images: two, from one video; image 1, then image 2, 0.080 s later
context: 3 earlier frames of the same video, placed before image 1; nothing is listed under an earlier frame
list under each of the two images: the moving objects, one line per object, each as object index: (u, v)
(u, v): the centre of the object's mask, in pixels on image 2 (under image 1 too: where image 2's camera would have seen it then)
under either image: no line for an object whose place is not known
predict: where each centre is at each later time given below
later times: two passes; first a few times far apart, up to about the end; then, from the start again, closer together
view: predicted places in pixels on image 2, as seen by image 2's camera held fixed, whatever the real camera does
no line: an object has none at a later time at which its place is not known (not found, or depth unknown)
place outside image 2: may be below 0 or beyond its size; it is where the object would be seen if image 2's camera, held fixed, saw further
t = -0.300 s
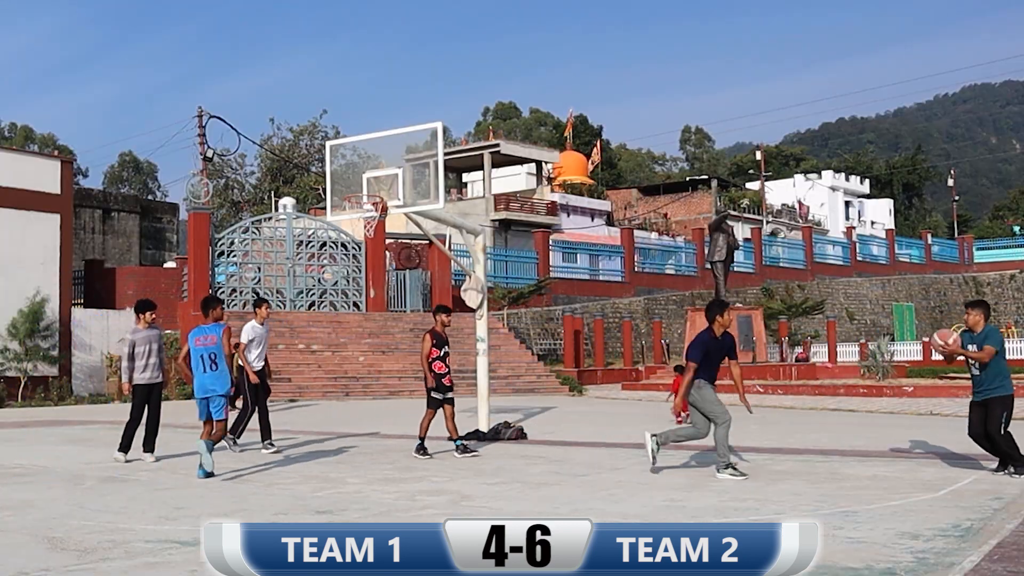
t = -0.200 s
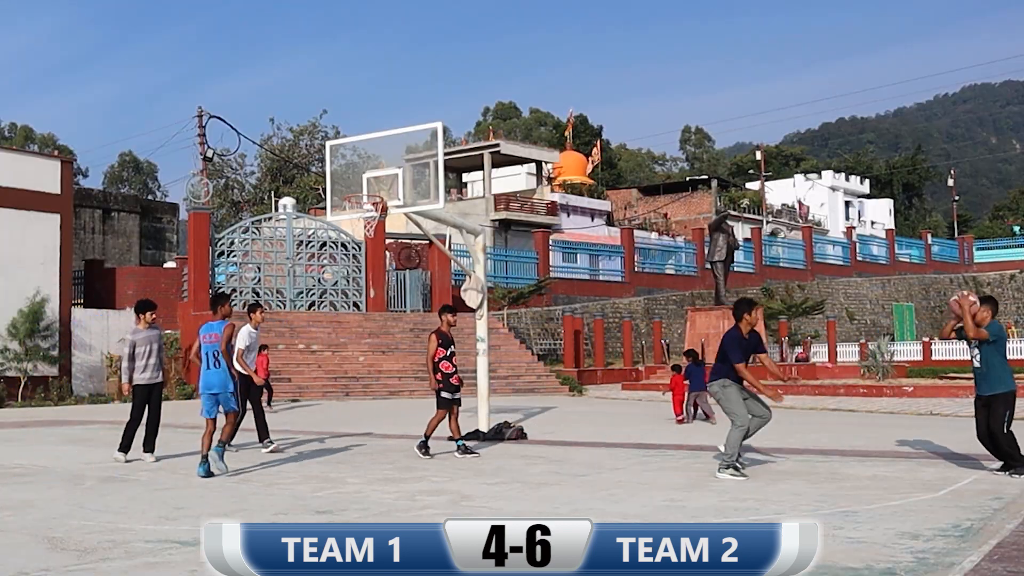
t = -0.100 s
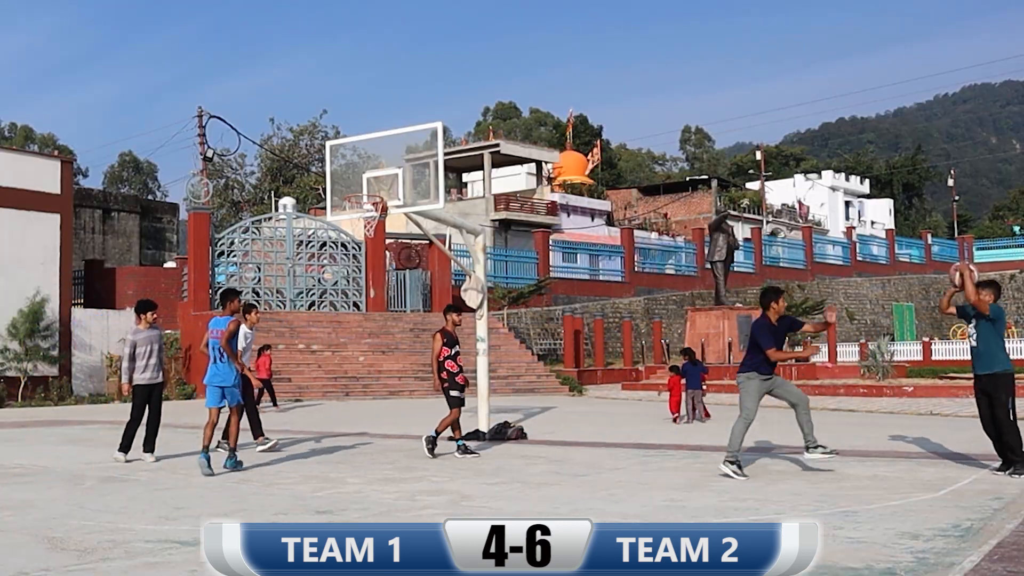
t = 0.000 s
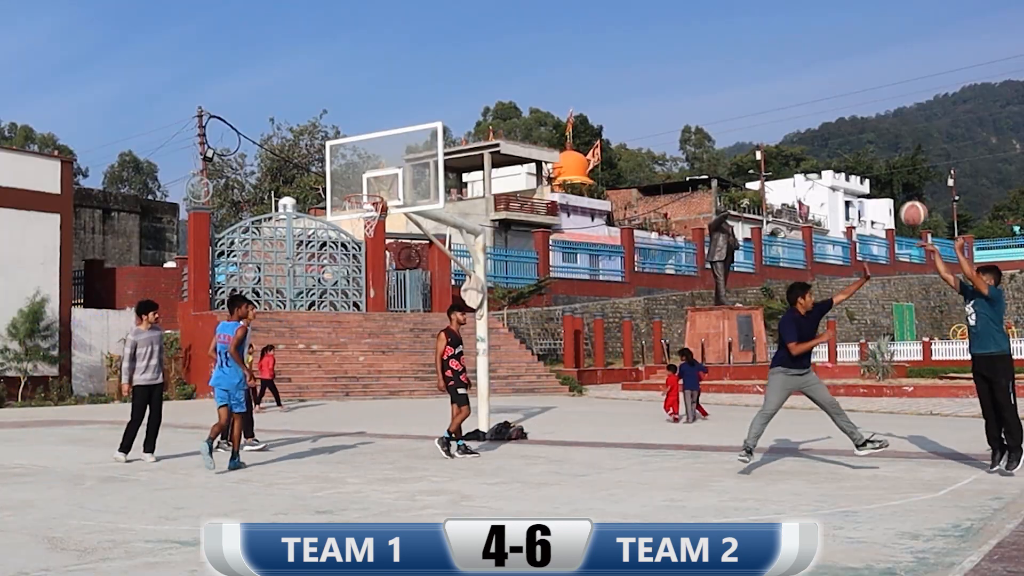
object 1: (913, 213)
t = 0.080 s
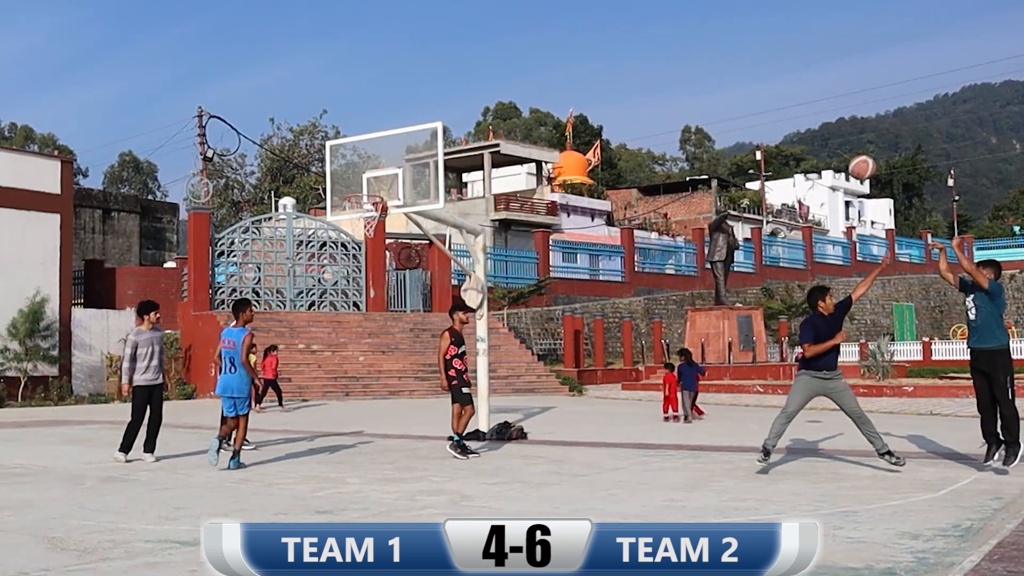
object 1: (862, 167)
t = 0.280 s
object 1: (745, 90)
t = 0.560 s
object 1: (604, 55)
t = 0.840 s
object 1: (485, 90)
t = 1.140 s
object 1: (376, 187)
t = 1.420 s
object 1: (347, 145)
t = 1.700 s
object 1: (320, 163)
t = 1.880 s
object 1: (304, 207)
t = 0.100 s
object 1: (850, 157)
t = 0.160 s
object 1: (813, 130)
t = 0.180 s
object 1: (801, 123)
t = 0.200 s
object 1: (789, 116)
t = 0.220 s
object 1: (778, 108)
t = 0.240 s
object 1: (767, 102)
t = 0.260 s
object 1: (756, 95)
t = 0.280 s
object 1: (745, 90)
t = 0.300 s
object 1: (734, 85)
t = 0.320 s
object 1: (723, 80)
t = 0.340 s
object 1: (713, 75)
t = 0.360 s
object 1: (702, 71)
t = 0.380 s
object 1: (692, 68)
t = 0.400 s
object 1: (682, 65)
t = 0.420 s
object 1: (672, 62)
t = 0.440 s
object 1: (661, 60)
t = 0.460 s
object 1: (652, 58)
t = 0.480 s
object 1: (642, 57)
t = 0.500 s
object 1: (632, 56)
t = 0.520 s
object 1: (623, 55)
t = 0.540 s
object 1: (614, 55)
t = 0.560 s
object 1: (604, 55)
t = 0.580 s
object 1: (595, 55)
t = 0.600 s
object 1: (586, 56)
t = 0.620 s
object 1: (577, 57)
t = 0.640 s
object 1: (568, 59)
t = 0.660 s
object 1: (559, 61)
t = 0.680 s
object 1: (550, 62)
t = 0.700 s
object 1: (542, 65)
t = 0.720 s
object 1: (533, 67)
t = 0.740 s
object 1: (525, 71)
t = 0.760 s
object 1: (517, 74)
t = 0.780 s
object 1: (509, 77)
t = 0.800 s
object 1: (500, 81)
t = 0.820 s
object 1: (493, 85)
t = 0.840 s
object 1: (485, 90)
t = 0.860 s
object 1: (477, 95)
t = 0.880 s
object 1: (469, 100)
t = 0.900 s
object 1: (461, 105)
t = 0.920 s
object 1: (454, 111)
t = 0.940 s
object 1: (446, 117)
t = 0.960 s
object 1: (439, 124)
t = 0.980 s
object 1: (432, 130)
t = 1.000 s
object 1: (424, 137)
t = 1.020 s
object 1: (416, 145)
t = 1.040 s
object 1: (409, 152)
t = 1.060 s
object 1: (402, 160)
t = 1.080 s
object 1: (395, 168)
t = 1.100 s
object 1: (388, 176)
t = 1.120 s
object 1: (380, 184)
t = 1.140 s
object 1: (376, 187)
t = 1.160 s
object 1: (374, 182)
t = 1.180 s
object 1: (373, 177)
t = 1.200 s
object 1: (370, 172)
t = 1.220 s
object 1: (368, 168)
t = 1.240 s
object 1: (367, 163)
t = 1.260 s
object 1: (365, 160)
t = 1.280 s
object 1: (362, 157)
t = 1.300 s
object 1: (359, 155)
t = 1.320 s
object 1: (358, 152)
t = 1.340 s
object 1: (356, 151)
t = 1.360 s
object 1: (354, 149)
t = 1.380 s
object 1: (352, 147)
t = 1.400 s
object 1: (350, 145)
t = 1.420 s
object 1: (347, 145)
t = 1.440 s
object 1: (346, 144)
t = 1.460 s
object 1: (344, 143)
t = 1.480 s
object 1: (342, 143)
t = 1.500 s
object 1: (340, 144)
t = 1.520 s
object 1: (338, 144)
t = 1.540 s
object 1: (336, 146)
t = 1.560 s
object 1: (334, 147)
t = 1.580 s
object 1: (332, 149)
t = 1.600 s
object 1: (330, 150)
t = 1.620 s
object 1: (328, 152)
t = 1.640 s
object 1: (326, 154)
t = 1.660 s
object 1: (324, 157)
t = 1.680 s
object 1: (322, 159)
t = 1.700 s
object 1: (320, 163)
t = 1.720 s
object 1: (317, 166)
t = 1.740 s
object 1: (316, 171)
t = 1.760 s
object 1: (315, 176)
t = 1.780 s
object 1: (313, 179)
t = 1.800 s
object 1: (311, 184)
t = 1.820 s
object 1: (309, 190)
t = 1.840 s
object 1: (307, 195)
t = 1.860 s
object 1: (306, 202)
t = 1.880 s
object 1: (304, 207)
